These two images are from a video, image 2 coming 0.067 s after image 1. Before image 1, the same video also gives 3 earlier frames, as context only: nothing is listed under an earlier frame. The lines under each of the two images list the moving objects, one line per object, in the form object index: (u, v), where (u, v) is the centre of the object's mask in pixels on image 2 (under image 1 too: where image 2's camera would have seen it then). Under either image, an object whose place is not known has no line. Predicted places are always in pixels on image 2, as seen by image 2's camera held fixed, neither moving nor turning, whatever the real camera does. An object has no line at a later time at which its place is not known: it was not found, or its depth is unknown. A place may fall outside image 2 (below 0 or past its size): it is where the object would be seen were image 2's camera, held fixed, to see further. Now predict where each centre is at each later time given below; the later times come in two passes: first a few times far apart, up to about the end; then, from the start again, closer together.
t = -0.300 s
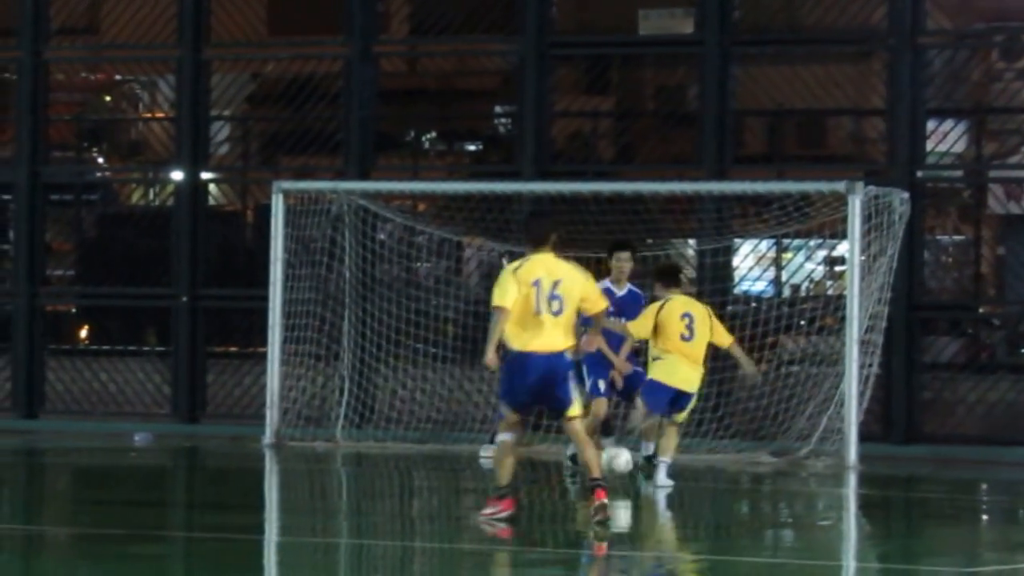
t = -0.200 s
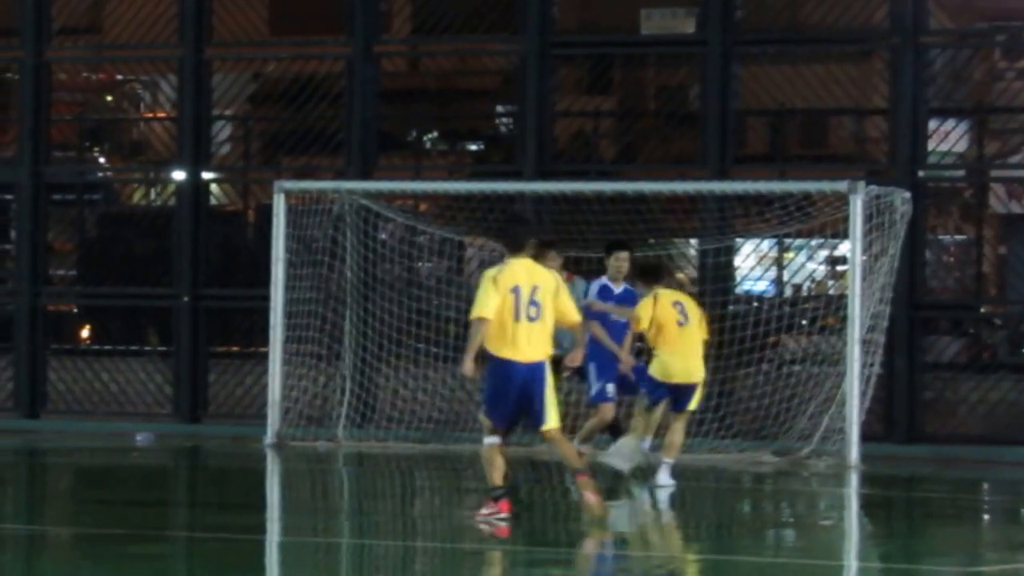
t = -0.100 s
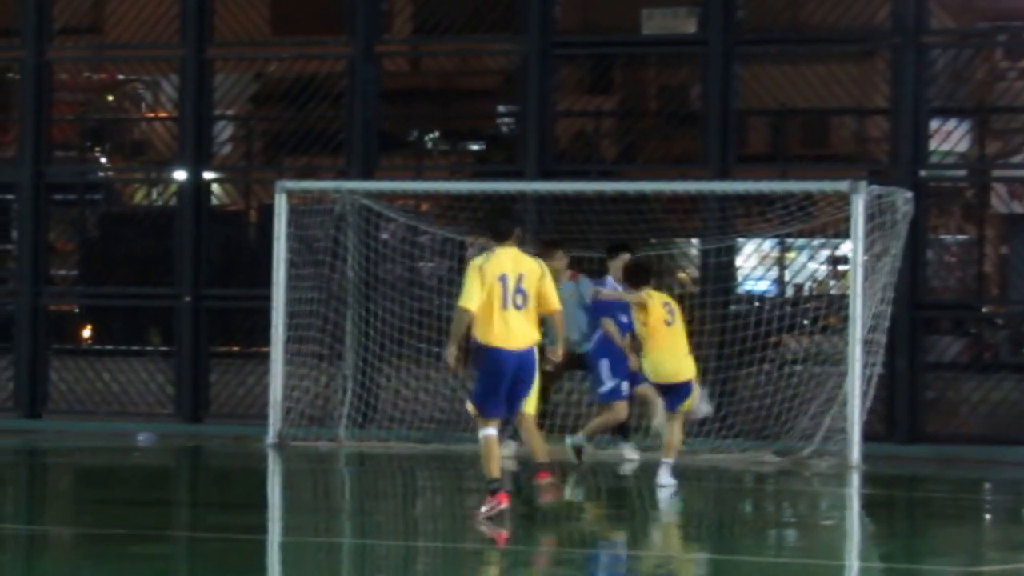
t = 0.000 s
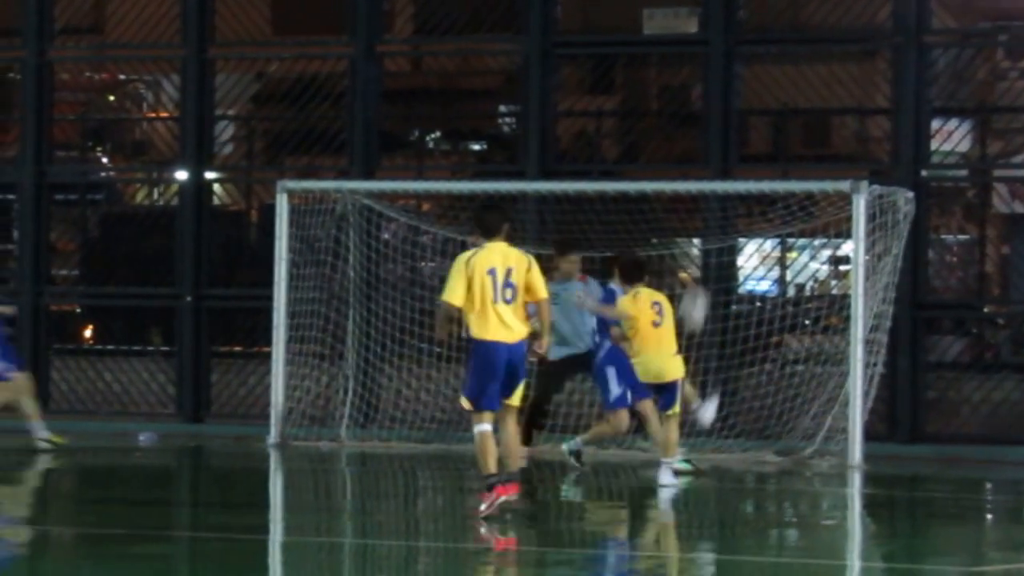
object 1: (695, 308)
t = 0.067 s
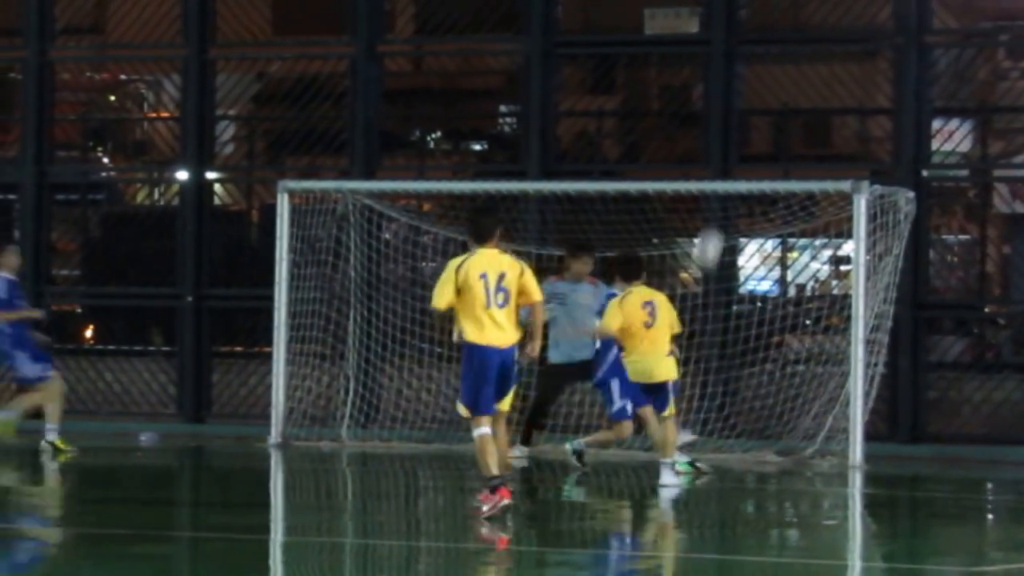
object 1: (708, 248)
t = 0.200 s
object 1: (735, 152)
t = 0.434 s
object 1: (780, 47)
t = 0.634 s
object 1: (815, 22)
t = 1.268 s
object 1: (773, 90)
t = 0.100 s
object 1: (714, 223)
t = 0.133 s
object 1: (721, 199)
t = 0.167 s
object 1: (729, 170)
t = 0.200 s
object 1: (735, 152)
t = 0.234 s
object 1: (741, 133)
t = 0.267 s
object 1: (747, 114)
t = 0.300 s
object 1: (754, 97)
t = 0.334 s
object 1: (761, 83)
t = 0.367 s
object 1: (767, 69)
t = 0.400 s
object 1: (773, 58)
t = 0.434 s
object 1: (780, 47)
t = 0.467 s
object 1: (786, 40)
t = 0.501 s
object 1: (792, 33)
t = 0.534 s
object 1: (798, 29)
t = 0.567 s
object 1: (804, 24)
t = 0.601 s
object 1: (810, 23)
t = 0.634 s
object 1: (815, 22)
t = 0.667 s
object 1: (821, 23)
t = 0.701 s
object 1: (827, 25)
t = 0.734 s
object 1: (832, 29)
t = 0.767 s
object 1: (838, 34)
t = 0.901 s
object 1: (851, 57)
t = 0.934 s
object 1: (845, 53)
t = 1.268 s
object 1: (773, 90)
